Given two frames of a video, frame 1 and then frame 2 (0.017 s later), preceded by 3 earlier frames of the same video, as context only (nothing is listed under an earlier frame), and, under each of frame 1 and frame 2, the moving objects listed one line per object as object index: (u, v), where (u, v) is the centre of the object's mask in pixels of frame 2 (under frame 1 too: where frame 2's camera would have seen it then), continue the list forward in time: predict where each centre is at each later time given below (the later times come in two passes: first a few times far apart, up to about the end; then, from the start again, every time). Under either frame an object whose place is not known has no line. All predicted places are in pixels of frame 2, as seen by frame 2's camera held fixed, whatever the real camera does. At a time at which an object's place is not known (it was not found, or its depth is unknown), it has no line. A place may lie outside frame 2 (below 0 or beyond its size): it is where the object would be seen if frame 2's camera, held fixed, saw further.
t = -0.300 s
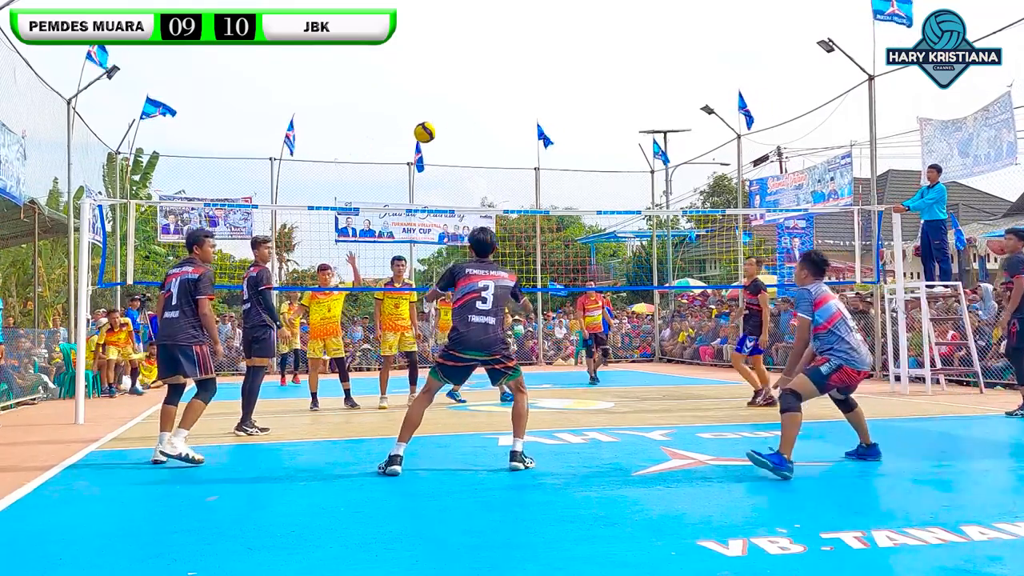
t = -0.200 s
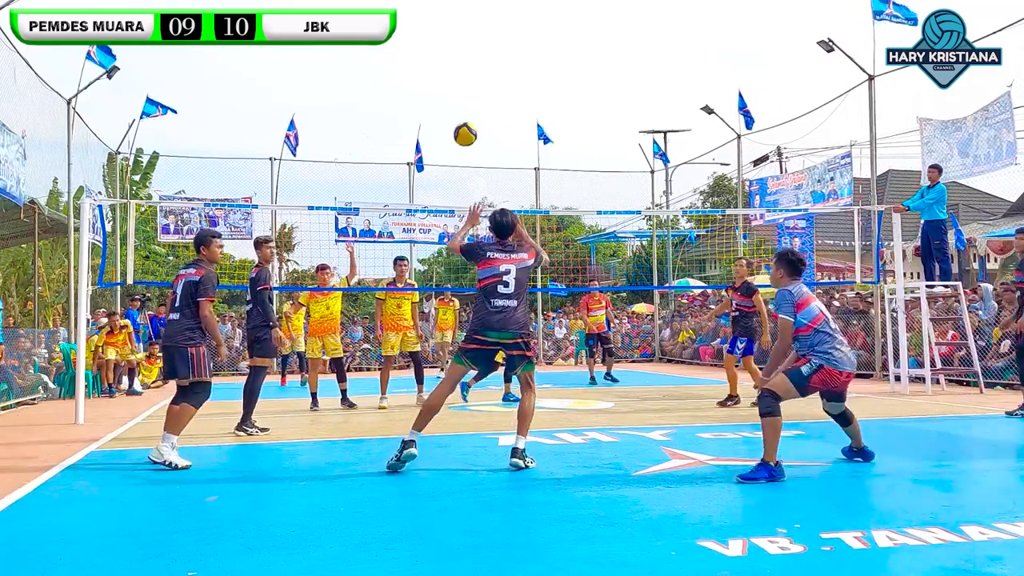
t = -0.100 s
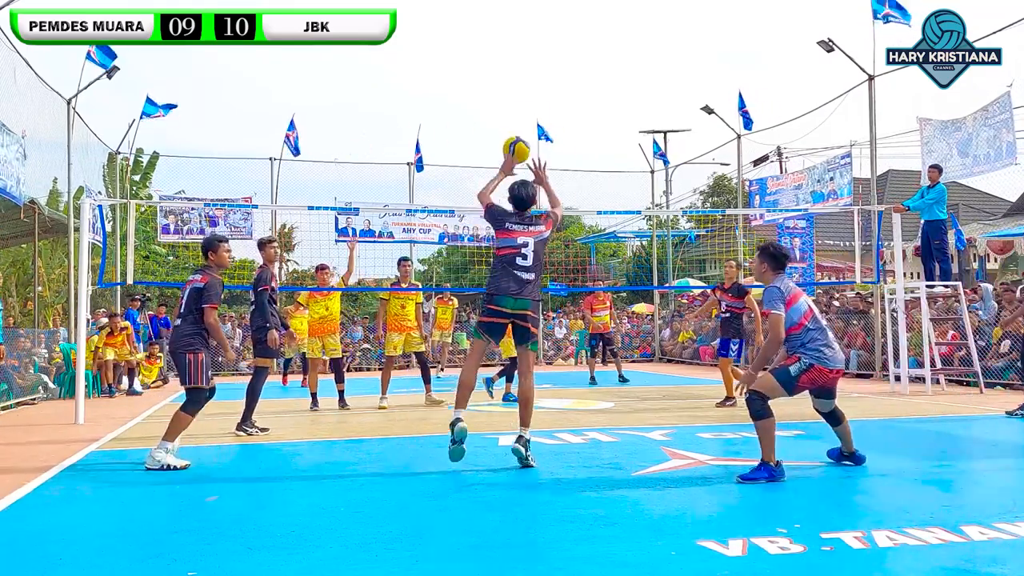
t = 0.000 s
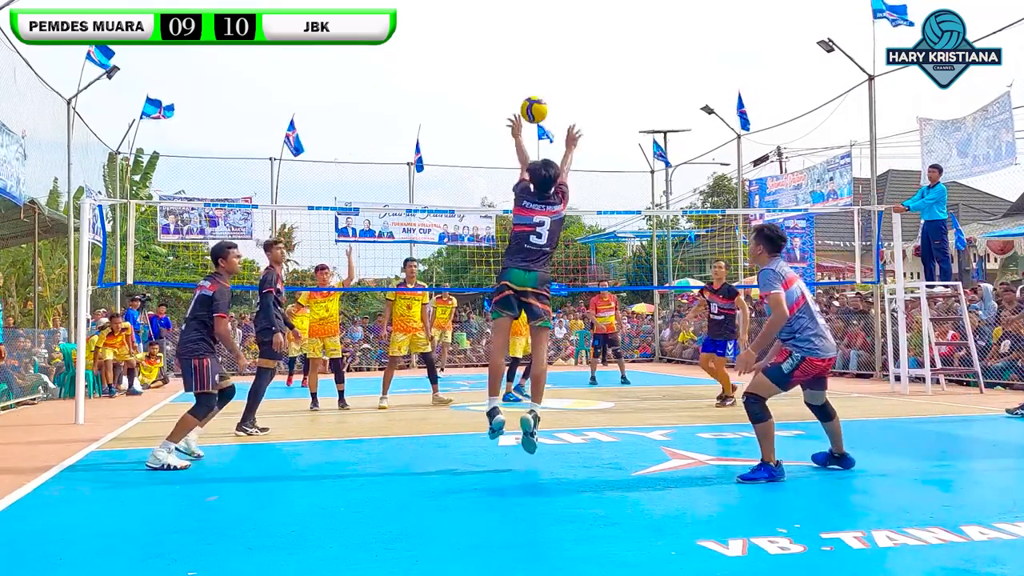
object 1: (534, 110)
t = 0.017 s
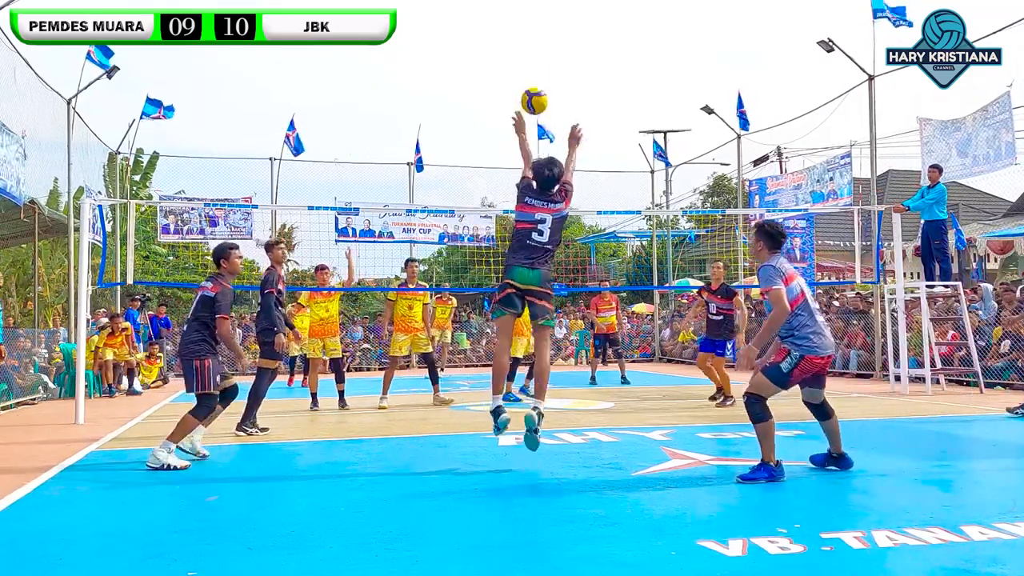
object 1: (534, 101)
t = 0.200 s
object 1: (539, 37)
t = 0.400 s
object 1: (546, 20)
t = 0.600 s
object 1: (553, 42)
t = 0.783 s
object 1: (559, 89)
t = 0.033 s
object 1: (535, 93)
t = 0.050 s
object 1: (535, 85)
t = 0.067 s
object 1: (535, 78)
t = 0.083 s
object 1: (536, 71)
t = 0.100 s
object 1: (536, 65)
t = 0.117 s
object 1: (536, 59)
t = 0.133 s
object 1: (537, 54)
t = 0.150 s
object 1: (537, 49)
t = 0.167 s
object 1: (538, 45)
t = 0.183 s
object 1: (538, 41)
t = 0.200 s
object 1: (539, 37)
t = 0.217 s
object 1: (540, 34)
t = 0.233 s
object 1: (540, 31)
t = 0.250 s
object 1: (541, 28)
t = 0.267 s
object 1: (541, 26)
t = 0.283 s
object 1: (542, 24)
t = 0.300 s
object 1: (542, 22)
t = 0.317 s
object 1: (543, 21)
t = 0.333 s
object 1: (543, 20)
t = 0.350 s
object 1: (544, 20)
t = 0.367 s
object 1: (545, 19)
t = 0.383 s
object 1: (545, 19)
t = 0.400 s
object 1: (546, 20)
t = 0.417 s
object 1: (547, 20)
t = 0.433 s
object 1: (547, 21)
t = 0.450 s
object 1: (548, 22)
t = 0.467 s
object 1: (548, 23)
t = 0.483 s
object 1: (549, 25)
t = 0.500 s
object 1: (549, 26)
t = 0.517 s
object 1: (550, 28)
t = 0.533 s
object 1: (551, 31)
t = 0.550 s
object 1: (551, 33)
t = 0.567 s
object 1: (552, 36)
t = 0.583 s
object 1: (553, 39)
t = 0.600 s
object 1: (553, 42)
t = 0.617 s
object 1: (553, 45)
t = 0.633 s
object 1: (554, 49)
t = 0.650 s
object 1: (554, 52)
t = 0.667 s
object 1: (555, 56)
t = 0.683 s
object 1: (556, 61)
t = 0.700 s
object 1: (556, 65)
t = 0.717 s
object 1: (557, 69)
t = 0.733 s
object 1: (557, 74)
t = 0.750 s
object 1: (558, 79)
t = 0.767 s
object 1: (558, 84)
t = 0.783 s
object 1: (559, 89)
